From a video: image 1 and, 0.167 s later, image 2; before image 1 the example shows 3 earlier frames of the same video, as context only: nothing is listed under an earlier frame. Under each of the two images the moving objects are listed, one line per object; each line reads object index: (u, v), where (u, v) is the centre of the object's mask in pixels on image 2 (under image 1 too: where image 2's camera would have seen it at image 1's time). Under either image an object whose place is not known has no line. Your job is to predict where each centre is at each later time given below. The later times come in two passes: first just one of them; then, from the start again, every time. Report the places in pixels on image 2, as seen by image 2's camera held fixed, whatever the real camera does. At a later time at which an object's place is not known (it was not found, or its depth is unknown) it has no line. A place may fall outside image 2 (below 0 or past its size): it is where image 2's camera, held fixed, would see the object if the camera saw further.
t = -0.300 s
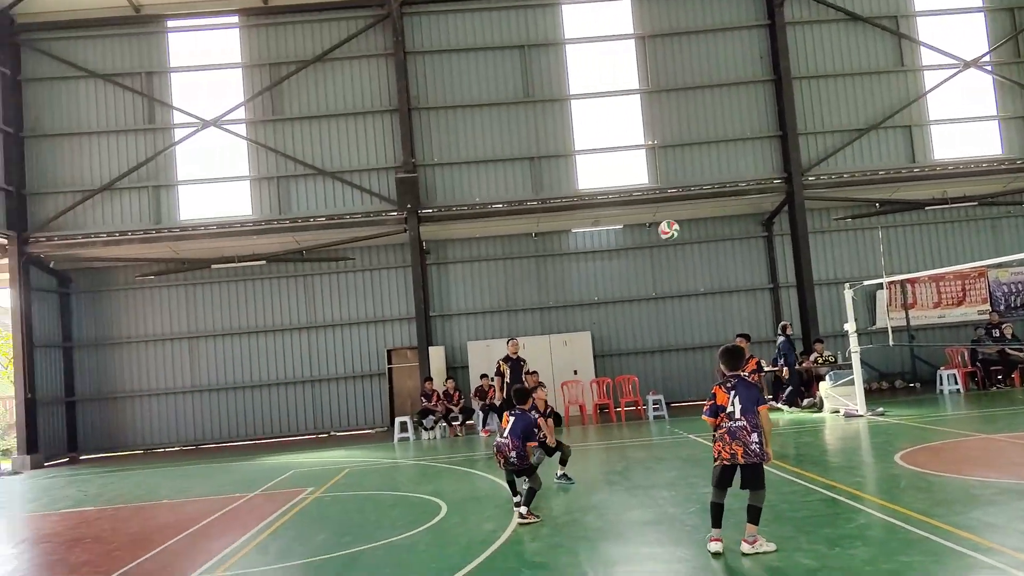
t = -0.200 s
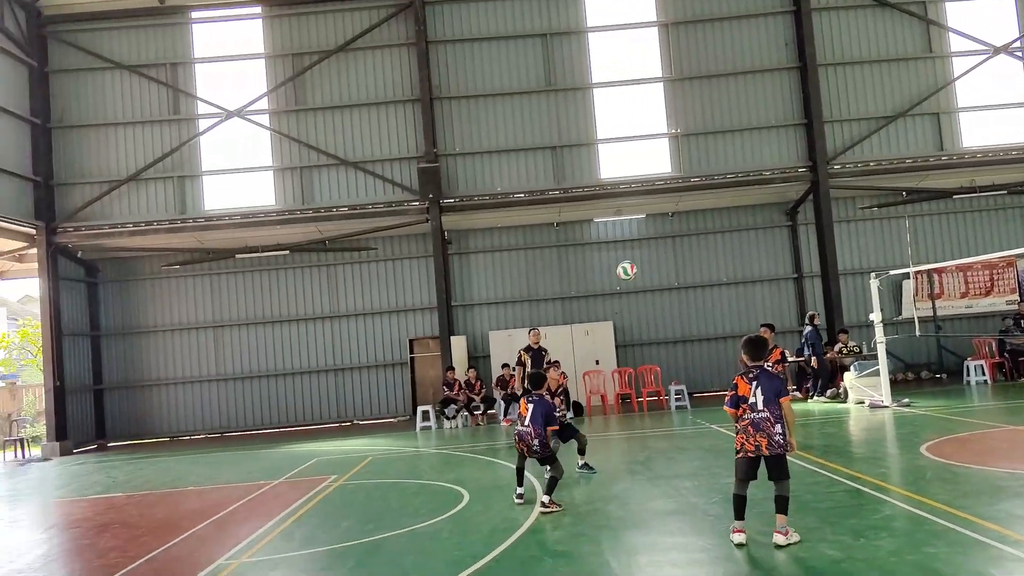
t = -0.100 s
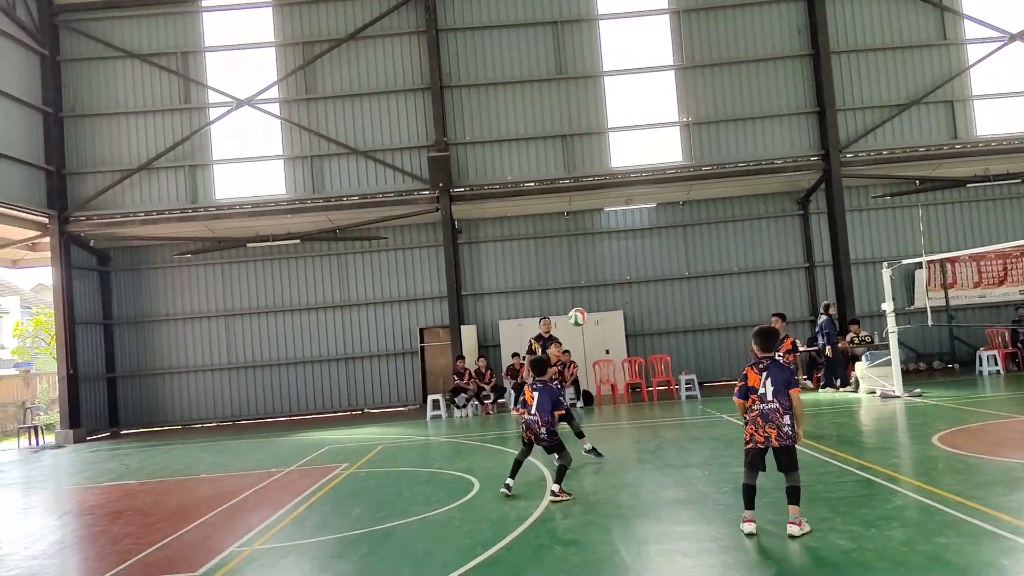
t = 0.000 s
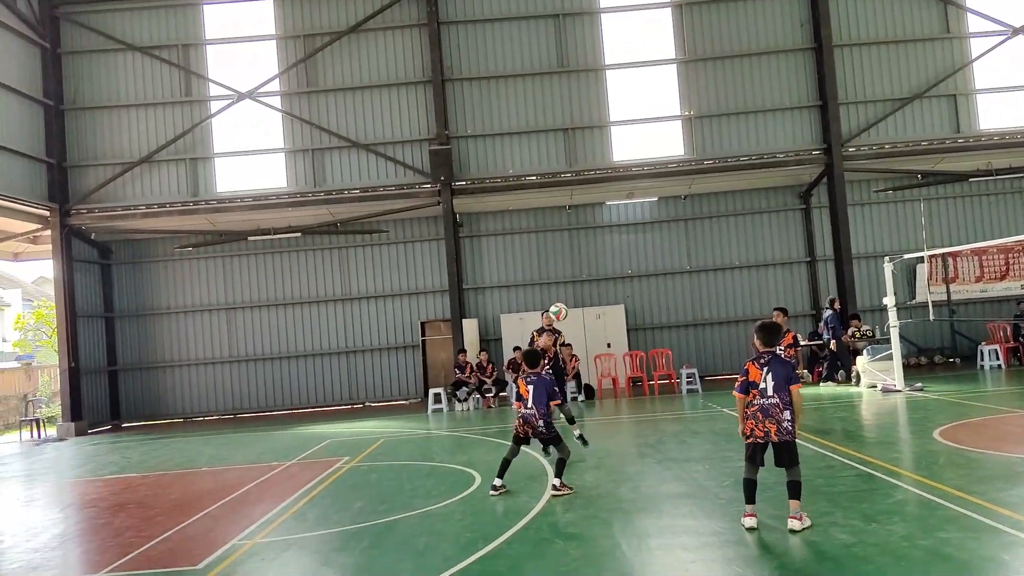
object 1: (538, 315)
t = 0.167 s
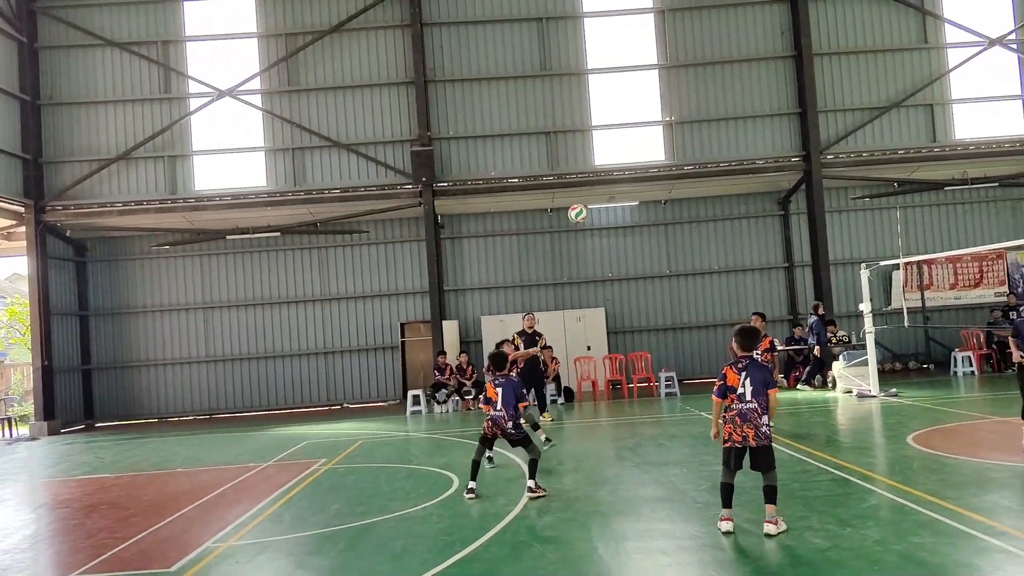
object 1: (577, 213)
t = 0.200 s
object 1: (585, 196)
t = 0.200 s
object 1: (585, 196)
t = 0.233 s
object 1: (594, 180)
